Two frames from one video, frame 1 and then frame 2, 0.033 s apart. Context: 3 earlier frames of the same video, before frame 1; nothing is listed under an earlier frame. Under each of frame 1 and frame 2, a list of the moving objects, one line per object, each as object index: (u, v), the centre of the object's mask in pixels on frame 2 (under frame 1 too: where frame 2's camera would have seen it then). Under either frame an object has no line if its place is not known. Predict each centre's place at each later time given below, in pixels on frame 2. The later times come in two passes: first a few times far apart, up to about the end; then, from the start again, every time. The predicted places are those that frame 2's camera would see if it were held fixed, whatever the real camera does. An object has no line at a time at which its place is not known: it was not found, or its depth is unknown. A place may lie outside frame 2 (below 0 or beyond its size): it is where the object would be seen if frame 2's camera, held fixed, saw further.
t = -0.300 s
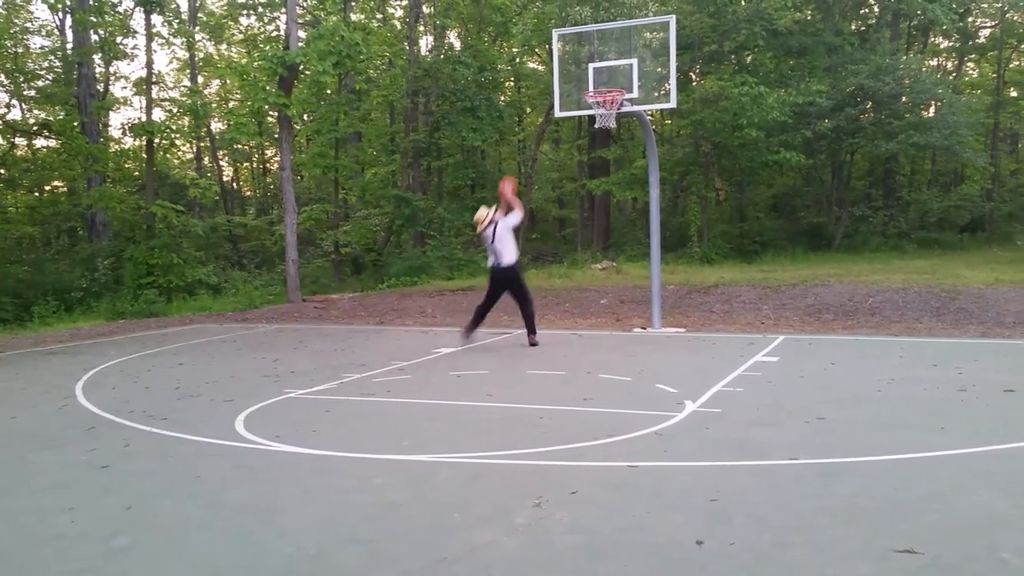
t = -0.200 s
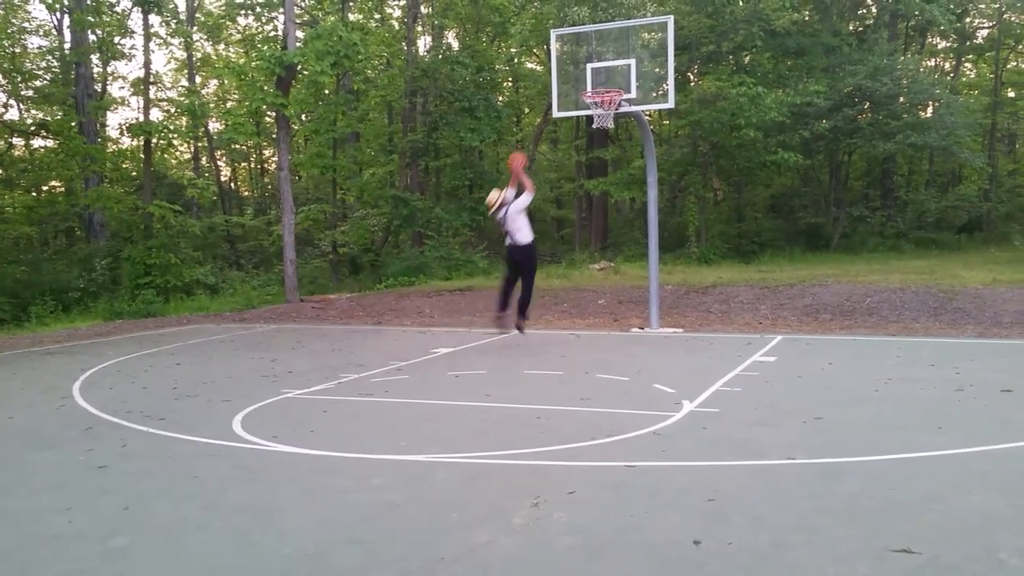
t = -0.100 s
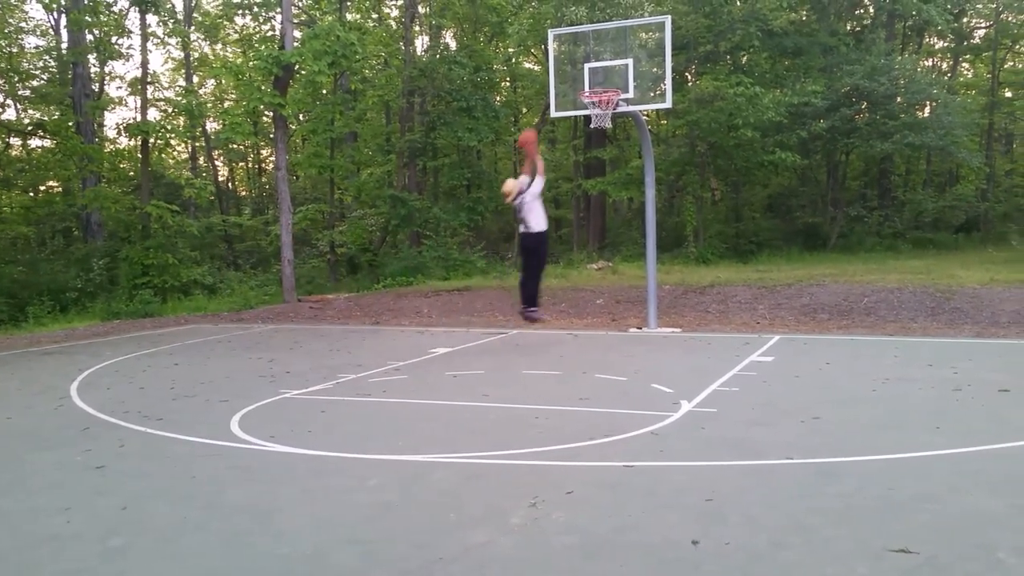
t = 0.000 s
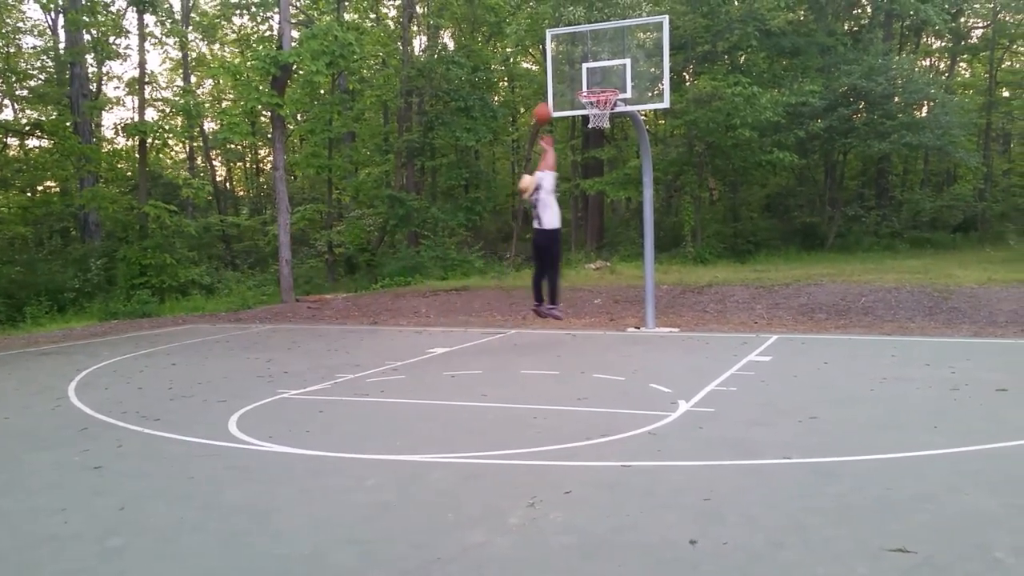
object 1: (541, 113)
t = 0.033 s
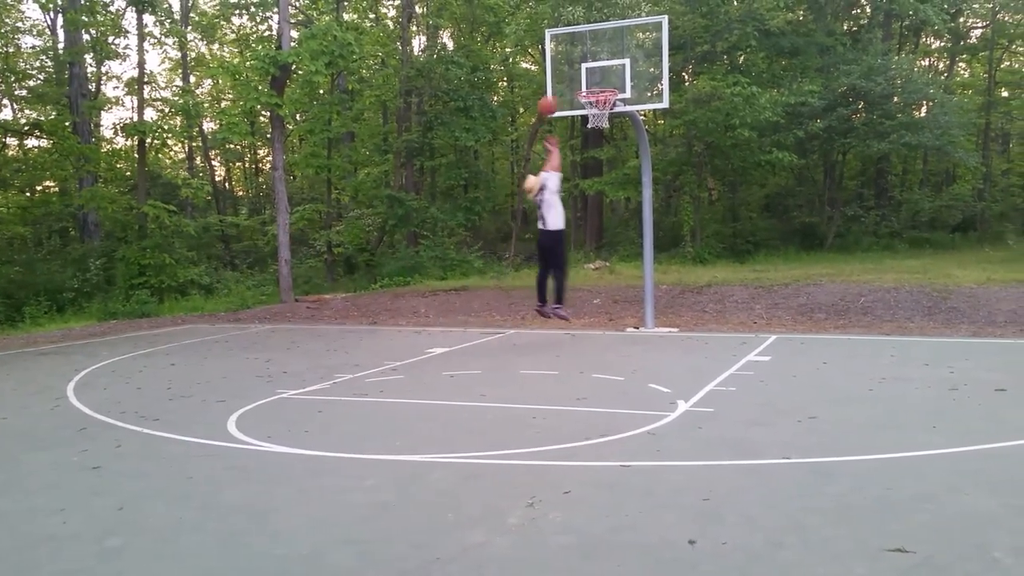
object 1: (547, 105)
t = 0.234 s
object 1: (581, 81)
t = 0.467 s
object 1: (598, 100)
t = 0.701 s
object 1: (600, 129)
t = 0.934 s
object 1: (599, 199)
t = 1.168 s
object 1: (598, 314)
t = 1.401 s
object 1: (594, 272)
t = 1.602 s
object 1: (591, 228)
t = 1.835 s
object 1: (588, 218)
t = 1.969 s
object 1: (586, 232)
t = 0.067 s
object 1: (554, 98)
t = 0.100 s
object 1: (560, 92)
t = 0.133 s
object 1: (566, 88)
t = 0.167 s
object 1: (571, 84)
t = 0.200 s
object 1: (575, 82)
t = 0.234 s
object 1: (581, 81)
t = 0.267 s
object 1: (582, 80)
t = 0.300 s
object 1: (585, 81)
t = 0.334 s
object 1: (587, 81)
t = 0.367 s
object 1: (589, 83)
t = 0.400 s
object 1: (592, 84)
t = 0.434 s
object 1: (596, 95)
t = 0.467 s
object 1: (598, 100)
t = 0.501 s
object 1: (599, 103)
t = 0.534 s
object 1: (599, 111)
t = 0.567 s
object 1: (601, 117)
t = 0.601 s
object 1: (600, 119)
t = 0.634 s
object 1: (600, 120)
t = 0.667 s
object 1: (600, 124)
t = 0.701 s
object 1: (600, 129)
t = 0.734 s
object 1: (599, 137)
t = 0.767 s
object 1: (599, 144)
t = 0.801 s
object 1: (599, 154)
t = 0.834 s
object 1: (599, 164)
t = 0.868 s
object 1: (599, 174)
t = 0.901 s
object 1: (599, 186)
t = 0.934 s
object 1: (599, 199)
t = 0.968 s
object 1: (599, 213)
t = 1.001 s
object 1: (598, 228)
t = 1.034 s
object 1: (598, 243)
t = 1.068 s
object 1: (599, 258)
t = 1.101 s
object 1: (598, 279)
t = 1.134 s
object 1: (598, 296)
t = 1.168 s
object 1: (598, 314)
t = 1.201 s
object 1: (598, 337)
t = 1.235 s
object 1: (597, 335)
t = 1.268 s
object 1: (596, 317)
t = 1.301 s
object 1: (596, 305)
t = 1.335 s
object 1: (596, 293)
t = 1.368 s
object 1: (595, 282)
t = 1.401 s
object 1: (594, 272)
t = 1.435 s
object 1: (594, 261)
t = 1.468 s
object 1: (593, 252)
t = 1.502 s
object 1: (593, 245)
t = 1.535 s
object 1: (592, 238)
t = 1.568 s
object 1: (591, 233)
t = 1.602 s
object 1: (591, 228)
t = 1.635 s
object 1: (590, 224)
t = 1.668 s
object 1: (590, 221)
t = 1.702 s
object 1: (589, 219)
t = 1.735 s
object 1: (589, 217)
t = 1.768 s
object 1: (588, 217)
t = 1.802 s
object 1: (588, 217)
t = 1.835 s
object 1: (588, 218)
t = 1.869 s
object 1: (587, 220)
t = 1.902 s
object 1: (587, 224)
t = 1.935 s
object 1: (586, 227)
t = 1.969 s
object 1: (586, 232)
